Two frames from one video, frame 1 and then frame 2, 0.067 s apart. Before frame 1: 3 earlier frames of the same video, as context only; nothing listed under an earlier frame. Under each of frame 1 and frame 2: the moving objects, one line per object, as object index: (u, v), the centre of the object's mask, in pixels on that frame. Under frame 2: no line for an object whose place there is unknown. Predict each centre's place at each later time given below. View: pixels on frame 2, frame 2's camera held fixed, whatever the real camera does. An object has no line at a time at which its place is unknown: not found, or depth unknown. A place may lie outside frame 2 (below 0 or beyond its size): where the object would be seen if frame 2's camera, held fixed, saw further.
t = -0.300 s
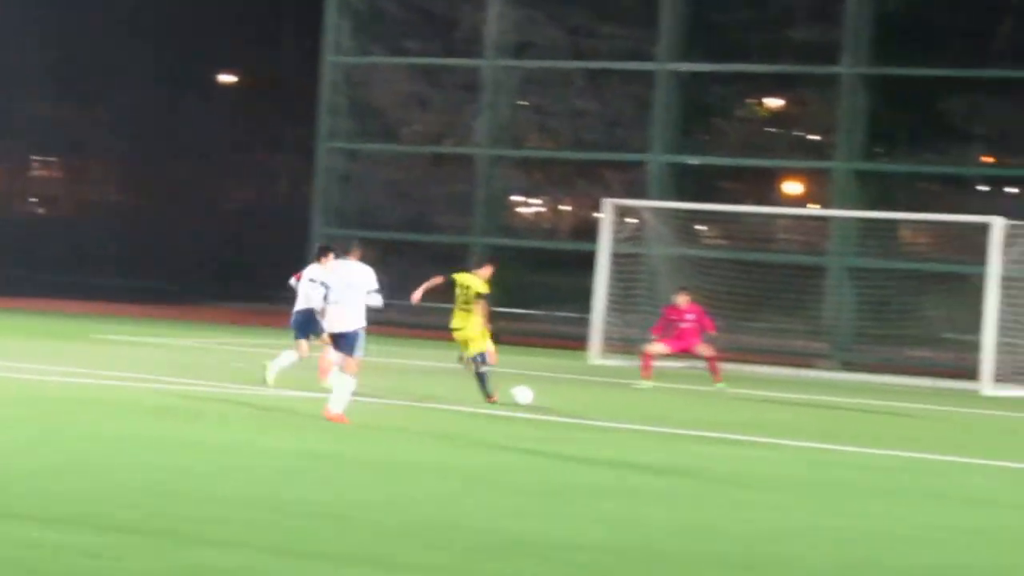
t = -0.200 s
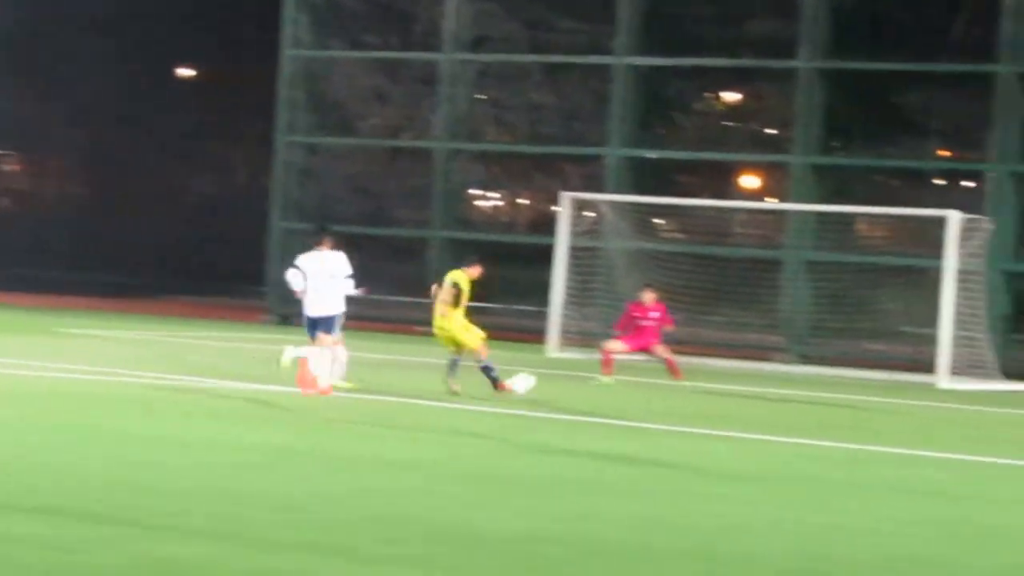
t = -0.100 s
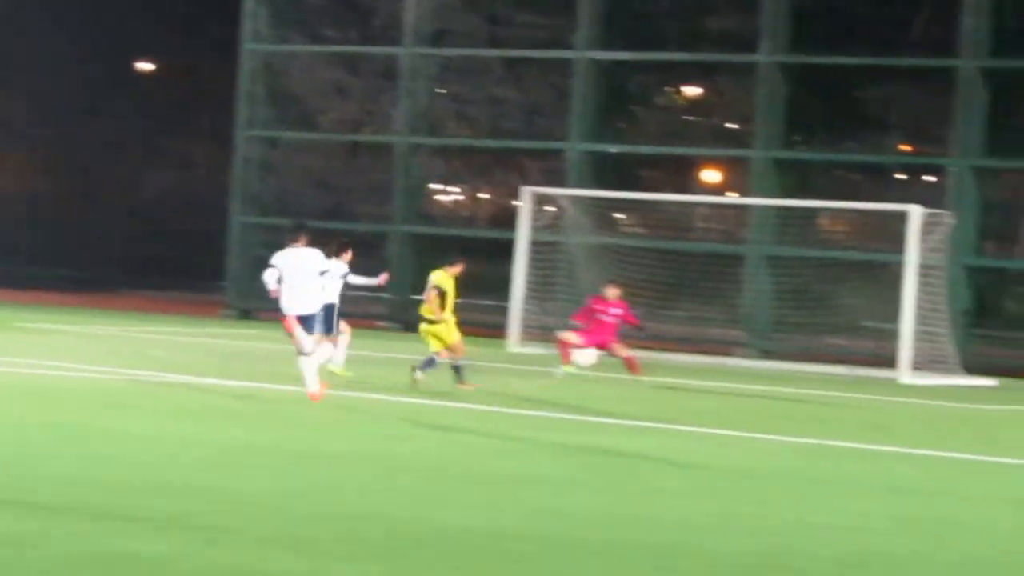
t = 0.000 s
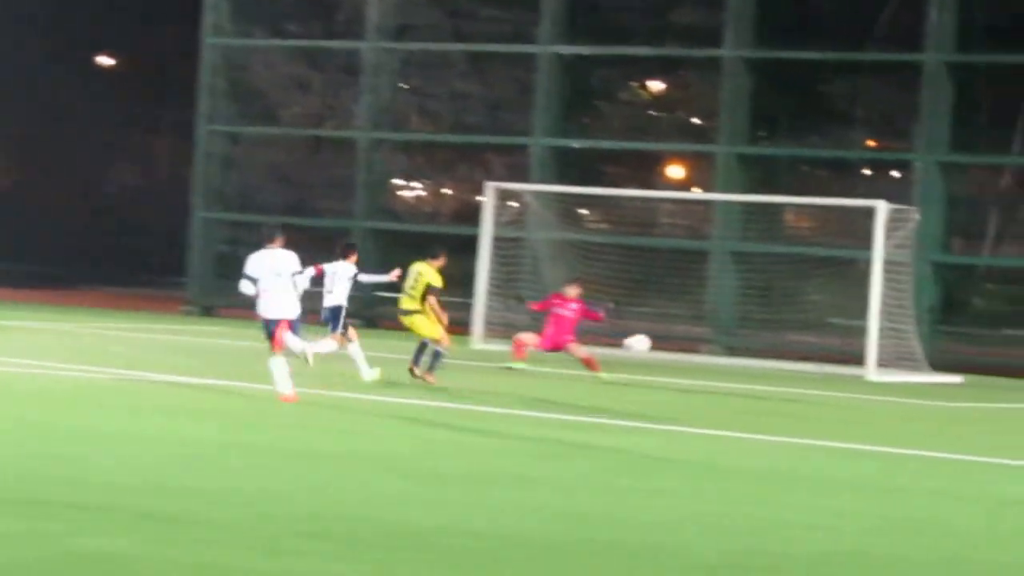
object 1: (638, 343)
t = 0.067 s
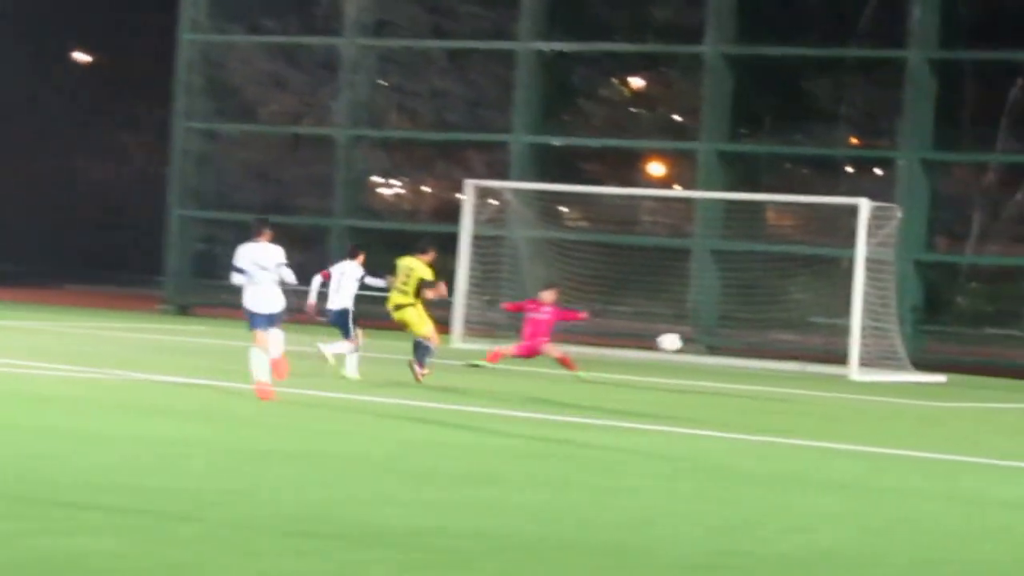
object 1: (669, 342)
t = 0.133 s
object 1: (715, 346)
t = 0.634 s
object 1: (889, 362)
